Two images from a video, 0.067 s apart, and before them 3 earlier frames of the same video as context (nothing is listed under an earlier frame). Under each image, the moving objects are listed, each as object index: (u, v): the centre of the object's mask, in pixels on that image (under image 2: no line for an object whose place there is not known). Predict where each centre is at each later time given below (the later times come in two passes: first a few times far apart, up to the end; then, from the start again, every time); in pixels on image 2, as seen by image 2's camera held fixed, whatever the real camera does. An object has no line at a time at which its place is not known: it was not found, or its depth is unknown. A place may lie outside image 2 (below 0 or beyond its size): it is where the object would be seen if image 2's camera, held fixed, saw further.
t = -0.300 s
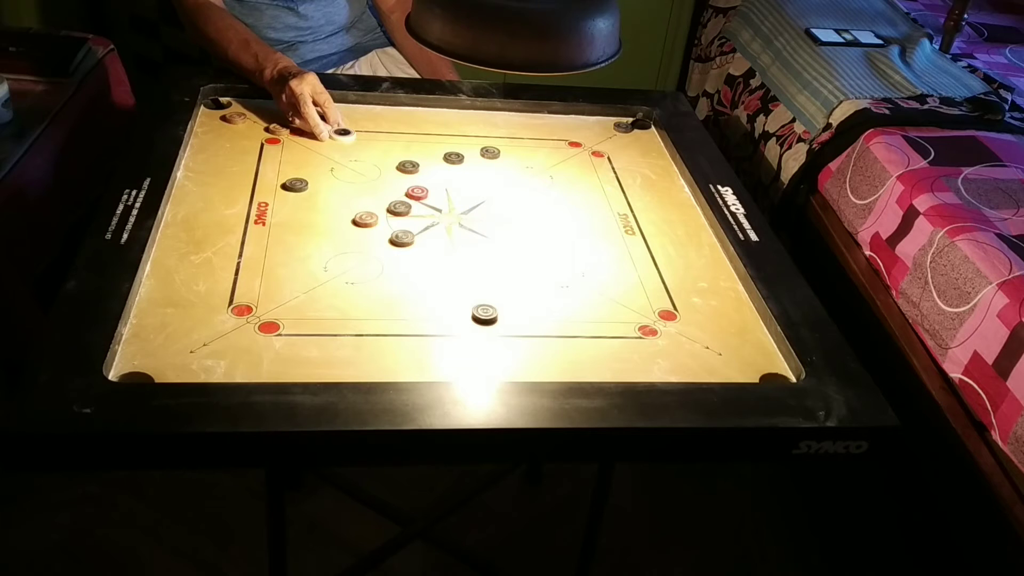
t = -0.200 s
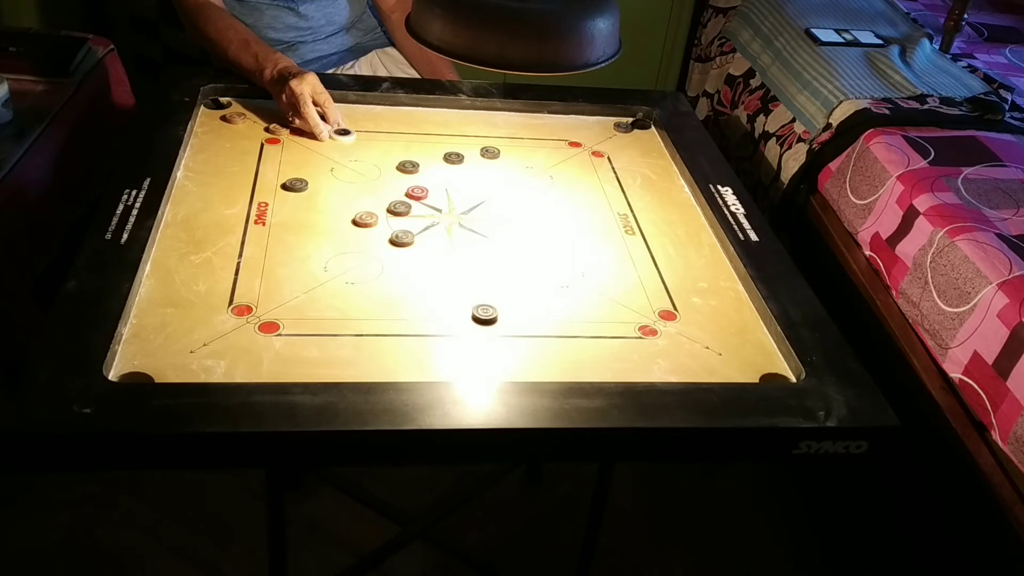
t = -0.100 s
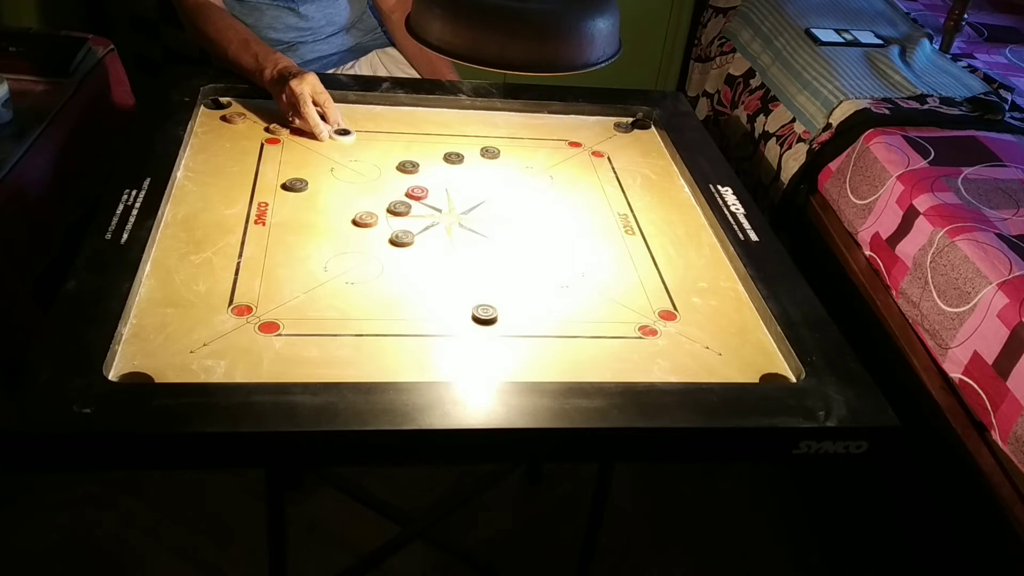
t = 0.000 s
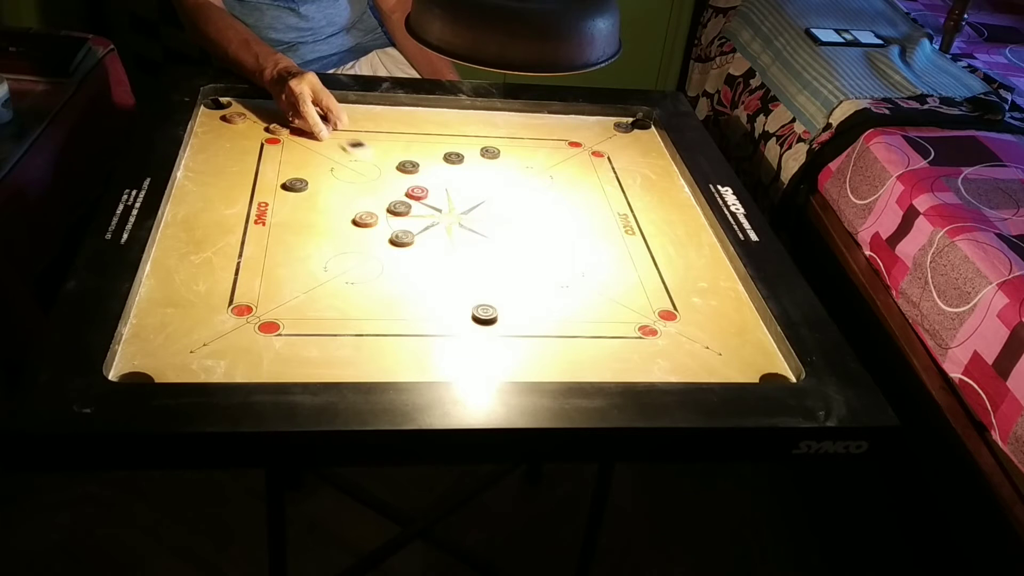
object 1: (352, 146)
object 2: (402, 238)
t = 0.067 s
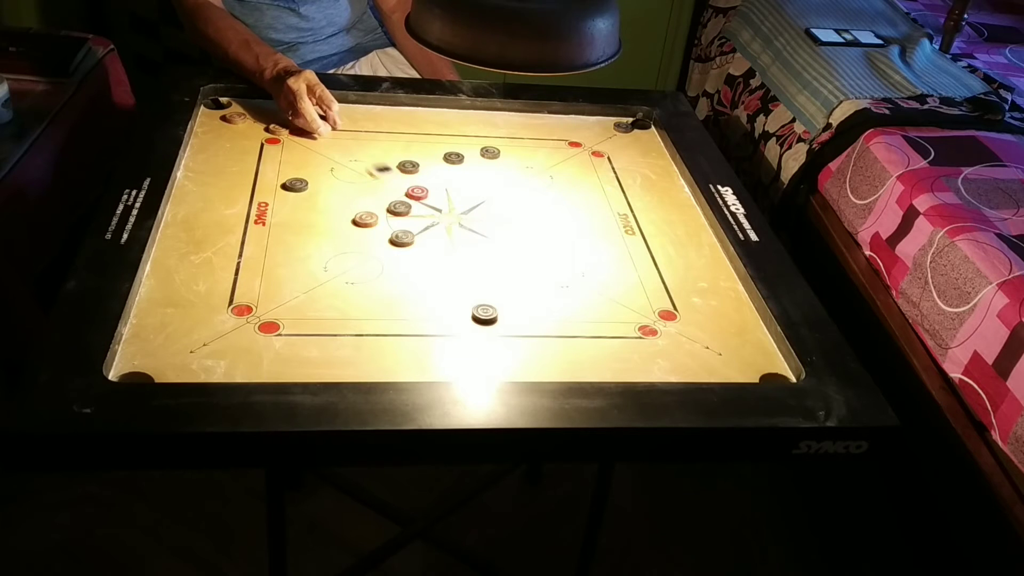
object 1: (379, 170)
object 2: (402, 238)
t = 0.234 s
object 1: (409, 204)
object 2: (402, 240)
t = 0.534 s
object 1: (416, 208)
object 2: (404, 283)
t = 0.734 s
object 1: (416, 209)
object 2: (404, 284)
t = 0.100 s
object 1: (393, 183)
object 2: (402, 238)
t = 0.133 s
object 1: (399, 192)
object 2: (402, 238)
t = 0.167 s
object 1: (403, 198)
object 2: (402, 238)
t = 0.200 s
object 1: (406, 201)
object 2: (402, 238)
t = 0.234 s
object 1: (409, 204)
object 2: (402, 240)
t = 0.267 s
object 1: (411, 205)
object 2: (403, 248)
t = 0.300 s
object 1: (414, 207)
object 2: (403, 255)
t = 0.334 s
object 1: (416, 208)
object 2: (404, 262)
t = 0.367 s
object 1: (416, 209)
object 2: (404, 267)
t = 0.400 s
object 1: (416, 209)
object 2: (404, 272)
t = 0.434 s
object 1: (416, 209)
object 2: (405, 276)
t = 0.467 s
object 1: (416, 209)
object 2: (404, 279)
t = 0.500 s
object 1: (416, 208)
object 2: (404, 282)
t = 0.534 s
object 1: (416, 208)
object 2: (404, 283)
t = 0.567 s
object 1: (416, 208)
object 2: (404, 284)
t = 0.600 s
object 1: (416, 209)
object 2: (404, 284)
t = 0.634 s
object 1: (416, 209)
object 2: (404, 284)
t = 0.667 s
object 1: (416, 209)
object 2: (404, 284)
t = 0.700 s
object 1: (416, 209)
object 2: (404, 284)
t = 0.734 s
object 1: (416, 209)
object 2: (404, 284)
